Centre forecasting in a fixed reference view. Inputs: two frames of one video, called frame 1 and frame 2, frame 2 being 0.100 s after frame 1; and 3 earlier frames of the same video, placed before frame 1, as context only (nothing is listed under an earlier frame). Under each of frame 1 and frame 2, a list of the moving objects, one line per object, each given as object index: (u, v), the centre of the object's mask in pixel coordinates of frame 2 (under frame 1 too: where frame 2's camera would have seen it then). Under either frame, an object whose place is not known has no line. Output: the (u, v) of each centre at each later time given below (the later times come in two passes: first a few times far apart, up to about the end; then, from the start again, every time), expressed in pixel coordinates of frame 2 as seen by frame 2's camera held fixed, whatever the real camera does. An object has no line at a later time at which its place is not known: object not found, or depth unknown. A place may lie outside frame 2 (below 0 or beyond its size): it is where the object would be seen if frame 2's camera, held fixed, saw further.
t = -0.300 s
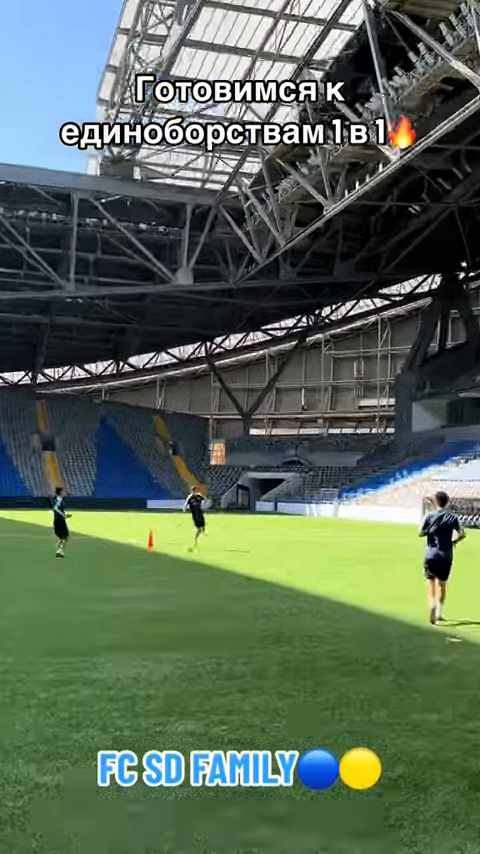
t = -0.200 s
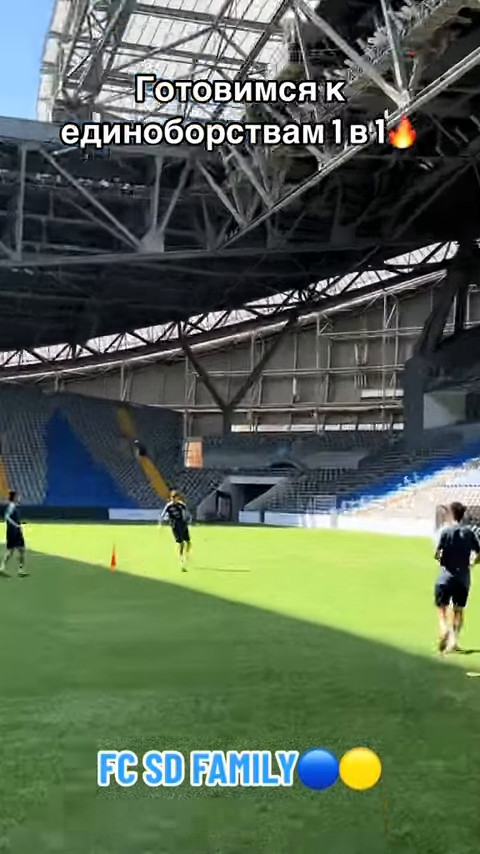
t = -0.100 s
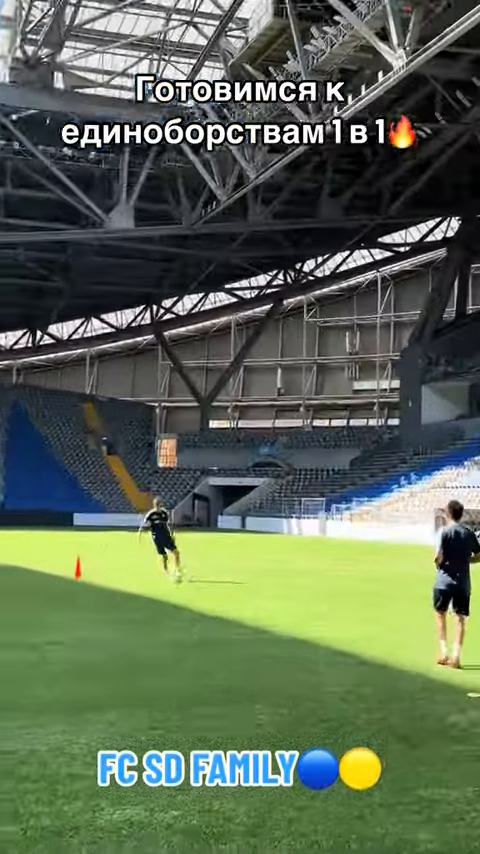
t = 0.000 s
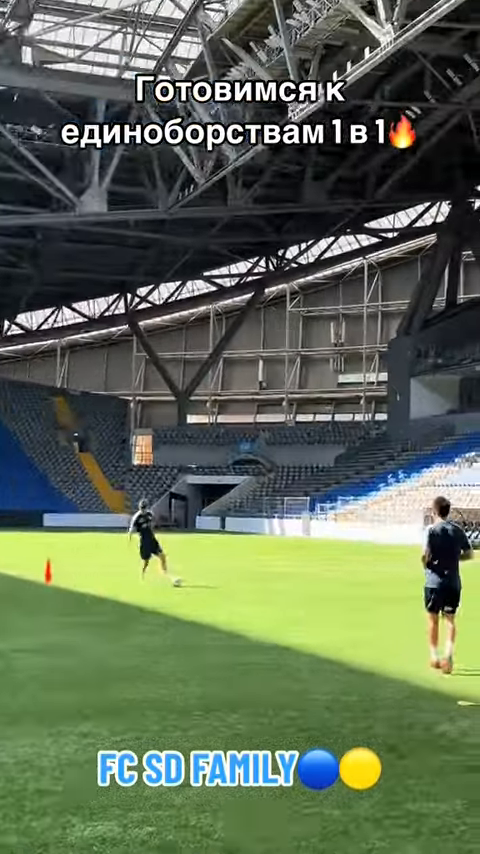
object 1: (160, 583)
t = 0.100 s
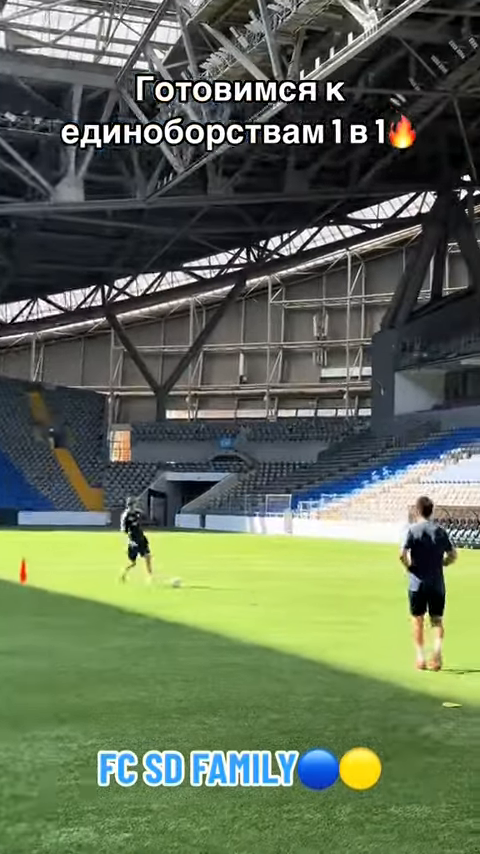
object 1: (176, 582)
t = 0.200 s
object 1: (197, 588)
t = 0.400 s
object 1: (243, 593)
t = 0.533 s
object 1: (274, 600)
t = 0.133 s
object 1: (181, 586)
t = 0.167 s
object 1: (189, 588)
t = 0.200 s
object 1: (197, 588)
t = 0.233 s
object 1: (205, 588)
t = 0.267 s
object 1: (212, 588)
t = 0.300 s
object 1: (219, 588)
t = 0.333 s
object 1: (228, 591)
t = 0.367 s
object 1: (237, 592)
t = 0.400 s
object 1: (243, 593)
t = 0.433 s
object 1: (251, 594)
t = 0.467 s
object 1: (259, 596)
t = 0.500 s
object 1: (266, 597)
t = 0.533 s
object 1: (274, 600)
